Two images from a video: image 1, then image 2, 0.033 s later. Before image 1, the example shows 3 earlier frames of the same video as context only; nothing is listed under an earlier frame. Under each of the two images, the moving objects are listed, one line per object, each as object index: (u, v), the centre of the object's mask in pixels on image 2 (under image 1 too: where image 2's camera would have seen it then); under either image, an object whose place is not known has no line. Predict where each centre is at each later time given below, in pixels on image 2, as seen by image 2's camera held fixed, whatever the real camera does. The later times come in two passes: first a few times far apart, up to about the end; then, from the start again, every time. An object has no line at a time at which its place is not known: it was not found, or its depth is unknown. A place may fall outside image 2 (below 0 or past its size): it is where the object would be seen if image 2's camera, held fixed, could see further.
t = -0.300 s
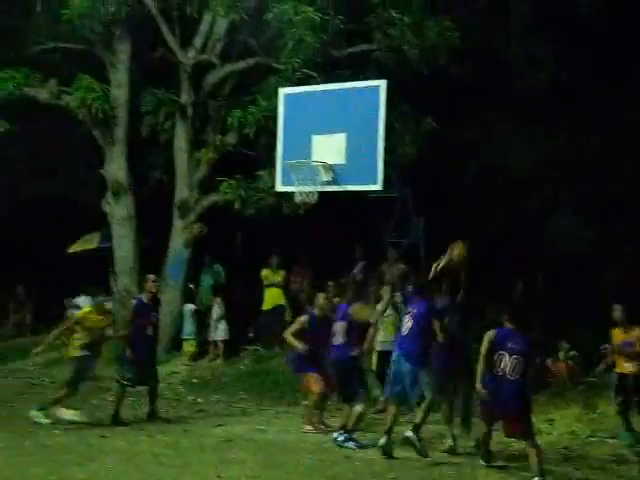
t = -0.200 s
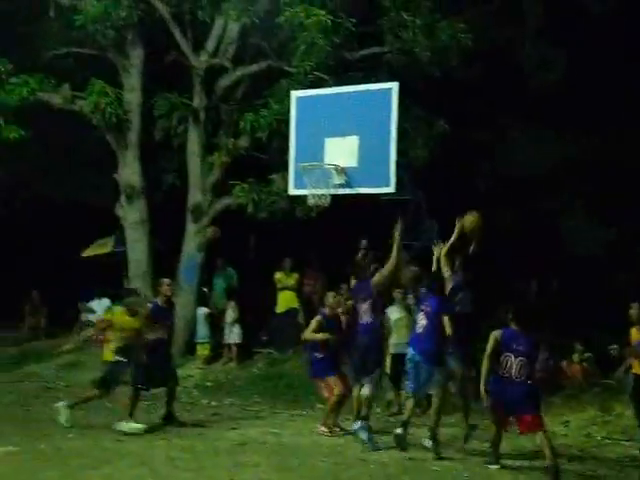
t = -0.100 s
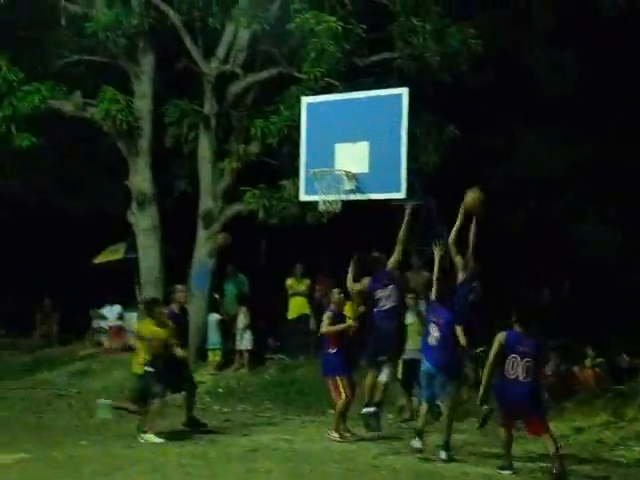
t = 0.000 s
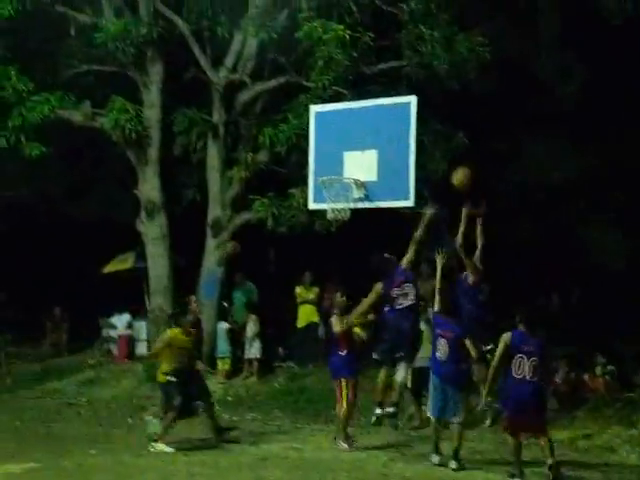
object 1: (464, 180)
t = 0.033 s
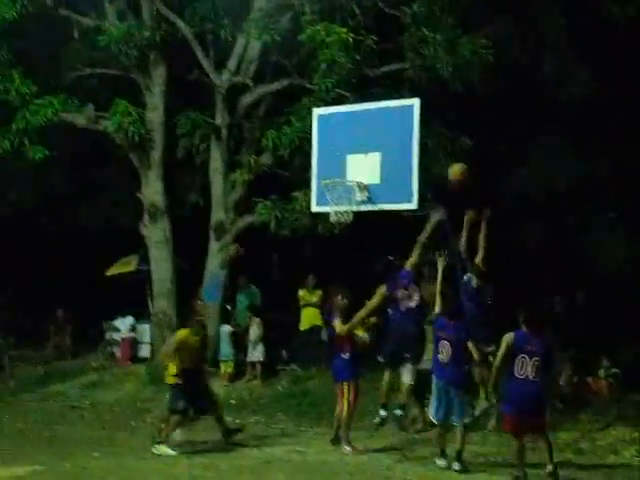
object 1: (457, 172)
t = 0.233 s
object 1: (411, 153)
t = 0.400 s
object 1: (380, 168)
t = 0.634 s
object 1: (409, 192)
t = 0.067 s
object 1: (450, 166)
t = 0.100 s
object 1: (443, 161)
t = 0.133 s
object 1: (436, 157)
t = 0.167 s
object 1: (429, 154)
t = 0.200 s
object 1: (423, 152)
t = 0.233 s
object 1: (411, 153)
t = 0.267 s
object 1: (405, 154)
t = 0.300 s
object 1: (398, 156)
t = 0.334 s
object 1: (392, 159)
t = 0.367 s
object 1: (386, 163)
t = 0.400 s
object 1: (380, 168)
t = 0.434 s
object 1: (374, 172)
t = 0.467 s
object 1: (370, 178)
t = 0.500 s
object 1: (377, 179)
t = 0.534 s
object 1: (386, 181)
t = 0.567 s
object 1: (392, 183)
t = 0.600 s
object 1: (401, 185)
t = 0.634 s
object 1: (409, 192)
